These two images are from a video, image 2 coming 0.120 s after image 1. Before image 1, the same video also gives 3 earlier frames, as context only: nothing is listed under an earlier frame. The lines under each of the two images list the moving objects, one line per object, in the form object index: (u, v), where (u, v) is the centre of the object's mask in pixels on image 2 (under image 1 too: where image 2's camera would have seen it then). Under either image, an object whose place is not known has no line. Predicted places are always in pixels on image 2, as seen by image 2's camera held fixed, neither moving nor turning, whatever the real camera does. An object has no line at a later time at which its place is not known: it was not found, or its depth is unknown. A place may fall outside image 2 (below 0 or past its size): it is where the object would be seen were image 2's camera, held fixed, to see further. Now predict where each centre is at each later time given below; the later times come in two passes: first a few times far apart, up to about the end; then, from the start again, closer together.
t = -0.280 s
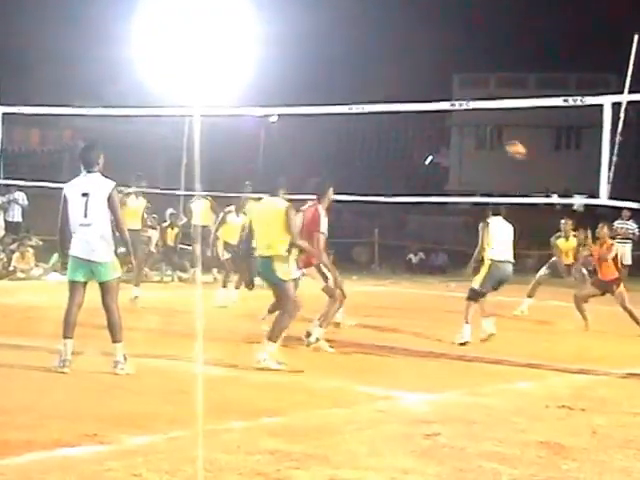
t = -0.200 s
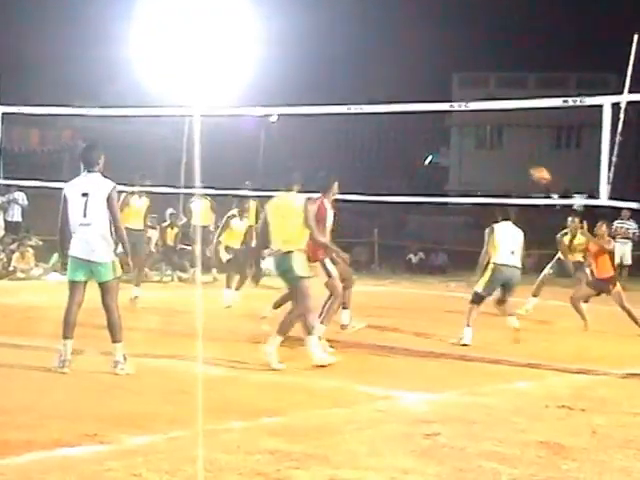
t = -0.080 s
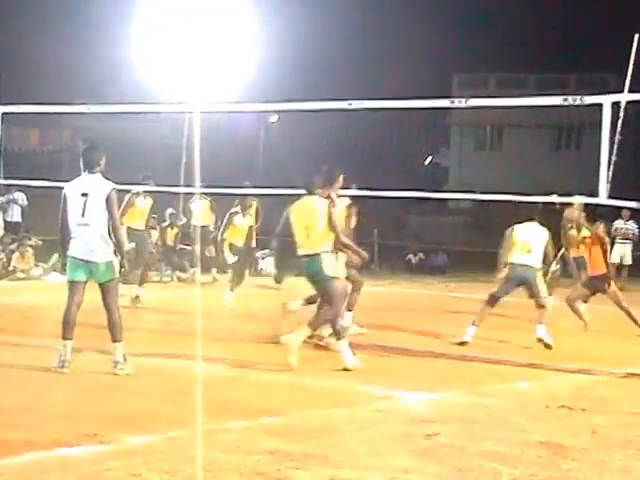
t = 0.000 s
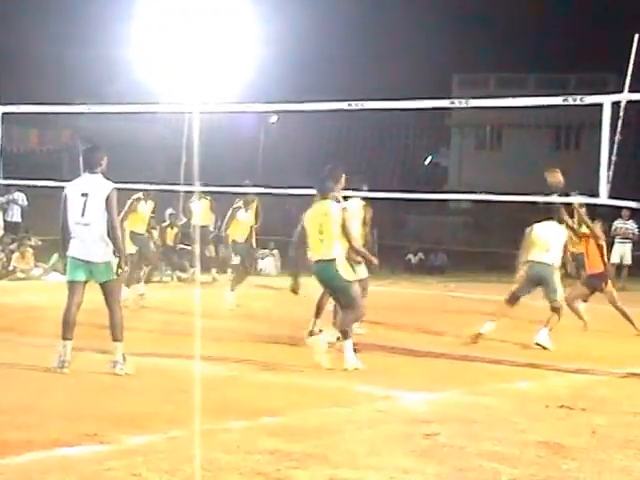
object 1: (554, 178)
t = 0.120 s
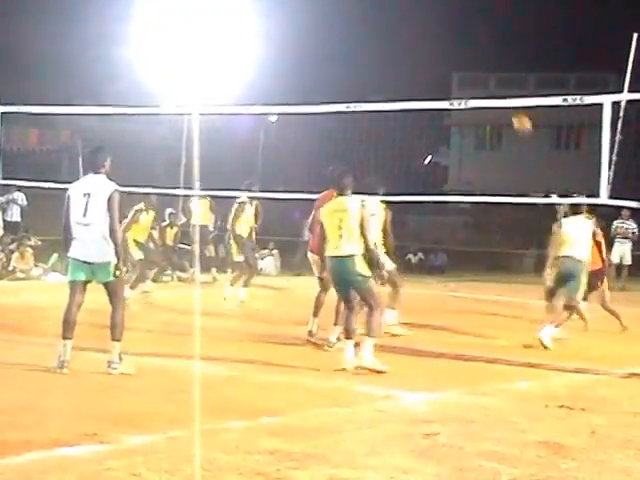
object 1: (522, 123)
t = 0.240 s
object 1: (487, 80)
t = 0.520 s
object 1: (408, 25)
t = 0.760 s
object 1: (340, 28)
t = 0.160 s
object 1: (511, 111)
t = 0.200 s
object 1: (499, 91)
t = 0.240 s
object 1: (487, 80)
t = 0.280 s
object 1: (476, 69)
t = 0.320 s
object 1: (465, 59)
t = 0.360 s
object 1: (454, 49)
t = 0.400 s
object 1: (443, 42)
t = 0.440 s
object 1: (432, 35)
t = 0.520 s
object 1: (408, 25)
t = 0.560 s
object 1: (397, 22)
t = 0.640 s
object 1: (374, 20)
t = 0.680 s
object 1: (363, 22)
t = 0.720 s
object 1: (351, 24)
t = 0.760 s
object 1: (340, 28)
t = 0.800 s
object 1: (329, 34)
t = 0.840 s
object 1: (317, 40)
